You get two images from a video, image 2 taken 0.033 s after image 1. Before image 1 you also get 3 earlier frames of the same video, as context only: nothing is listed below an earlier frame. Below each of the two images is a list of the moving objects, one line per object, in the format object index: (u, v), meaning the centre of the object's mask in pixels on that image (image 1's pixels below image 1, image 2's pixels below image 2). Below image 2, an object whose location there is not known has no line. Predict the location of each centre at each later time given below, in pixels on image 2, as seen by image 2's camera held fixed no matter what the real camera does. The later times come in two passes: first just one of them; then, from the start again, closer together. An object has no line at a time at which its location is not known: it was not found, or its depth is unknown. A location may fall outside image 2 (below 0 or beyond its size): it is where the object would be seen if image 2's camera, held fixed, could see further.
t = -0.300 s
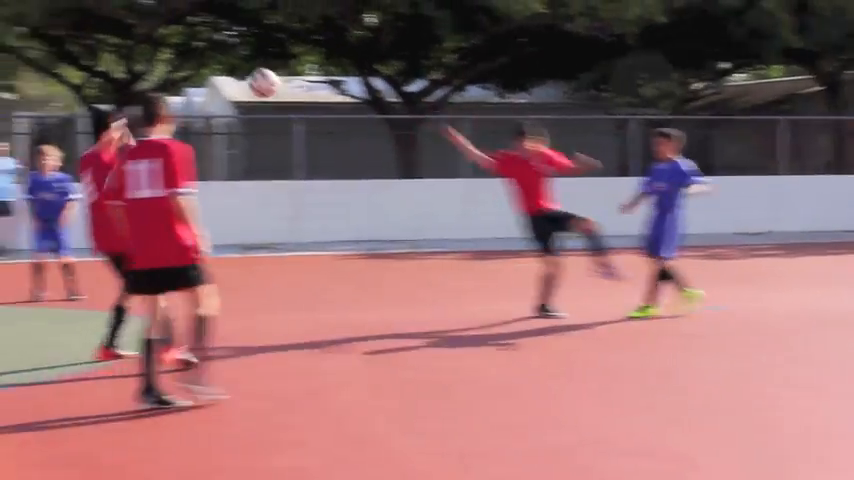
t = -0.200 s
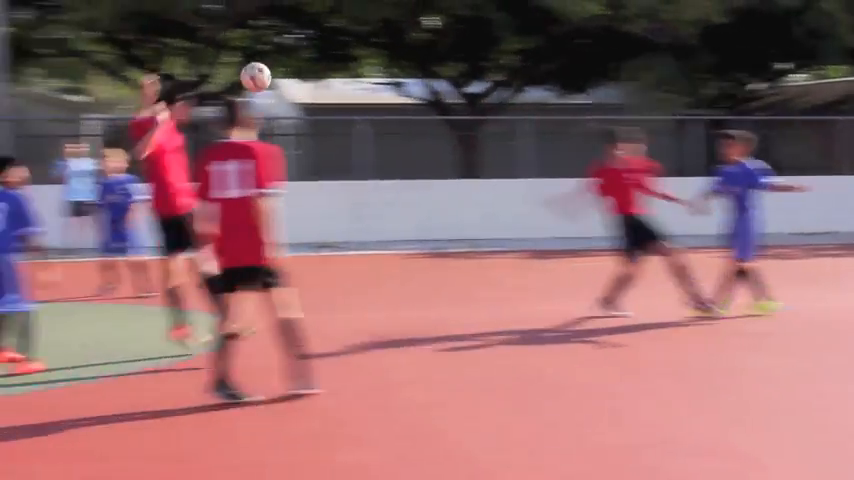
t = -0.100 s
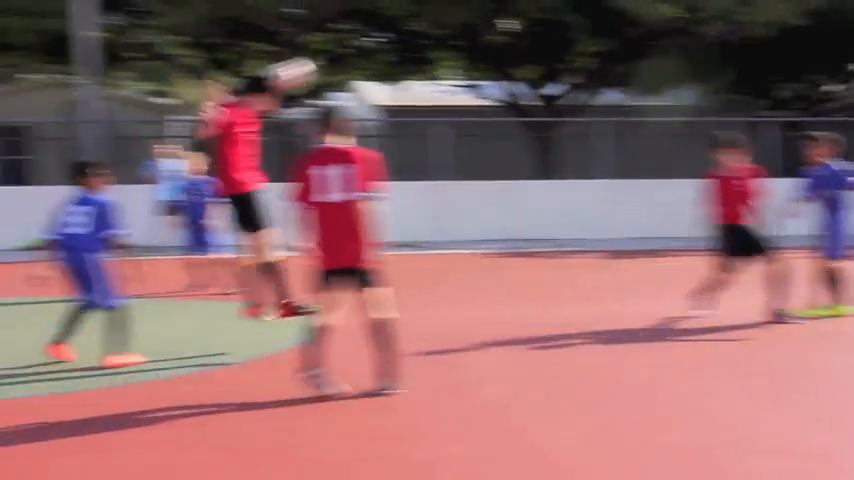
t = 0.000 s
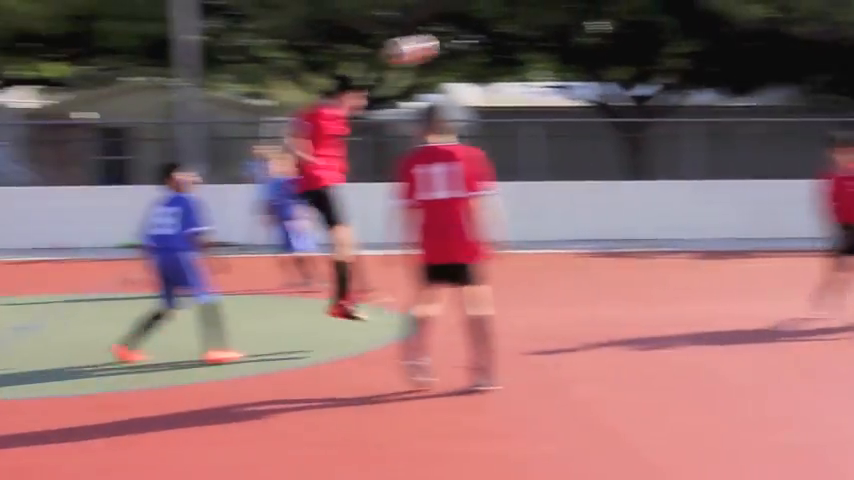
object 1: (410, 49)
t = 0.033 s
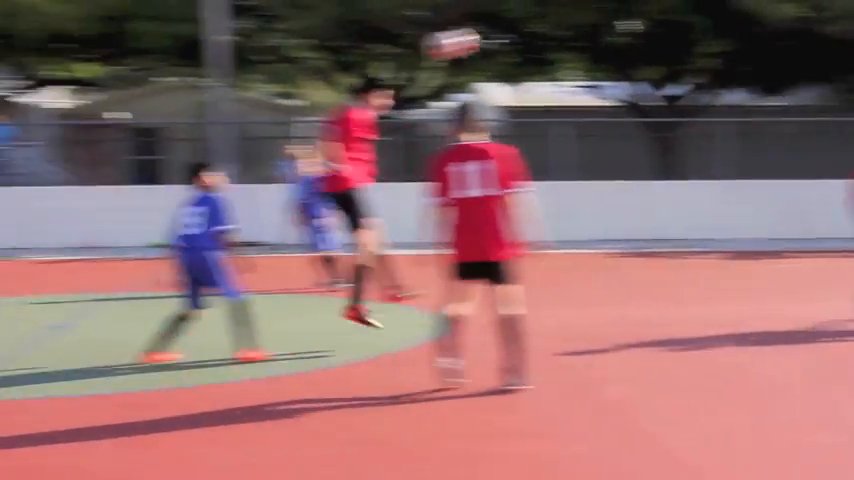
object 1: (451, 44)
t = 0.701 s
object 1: (633, 239)
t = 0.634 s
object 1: (616, 197)
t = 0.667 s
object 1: (624, 219)
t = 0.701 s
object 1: (633, 239)
